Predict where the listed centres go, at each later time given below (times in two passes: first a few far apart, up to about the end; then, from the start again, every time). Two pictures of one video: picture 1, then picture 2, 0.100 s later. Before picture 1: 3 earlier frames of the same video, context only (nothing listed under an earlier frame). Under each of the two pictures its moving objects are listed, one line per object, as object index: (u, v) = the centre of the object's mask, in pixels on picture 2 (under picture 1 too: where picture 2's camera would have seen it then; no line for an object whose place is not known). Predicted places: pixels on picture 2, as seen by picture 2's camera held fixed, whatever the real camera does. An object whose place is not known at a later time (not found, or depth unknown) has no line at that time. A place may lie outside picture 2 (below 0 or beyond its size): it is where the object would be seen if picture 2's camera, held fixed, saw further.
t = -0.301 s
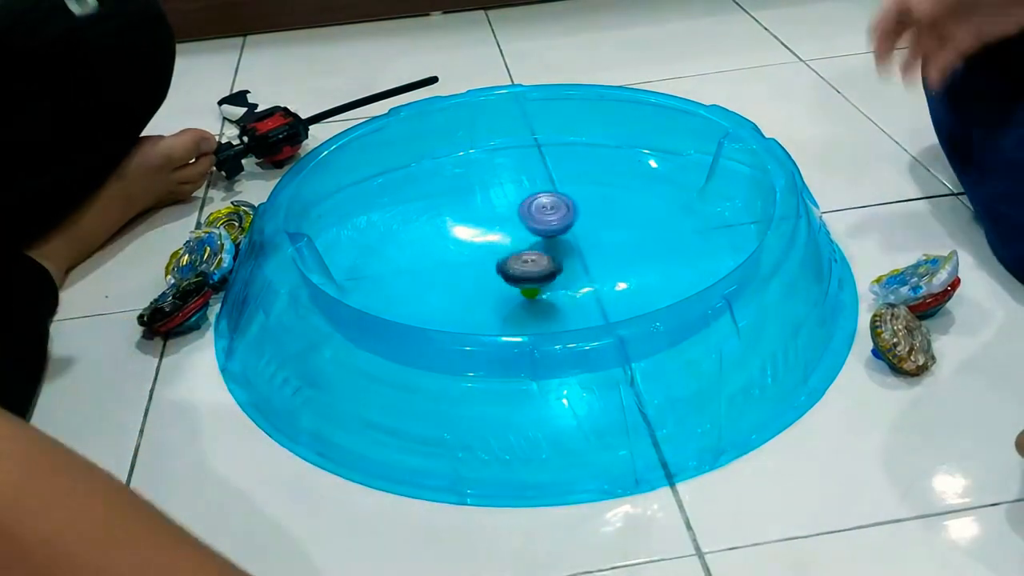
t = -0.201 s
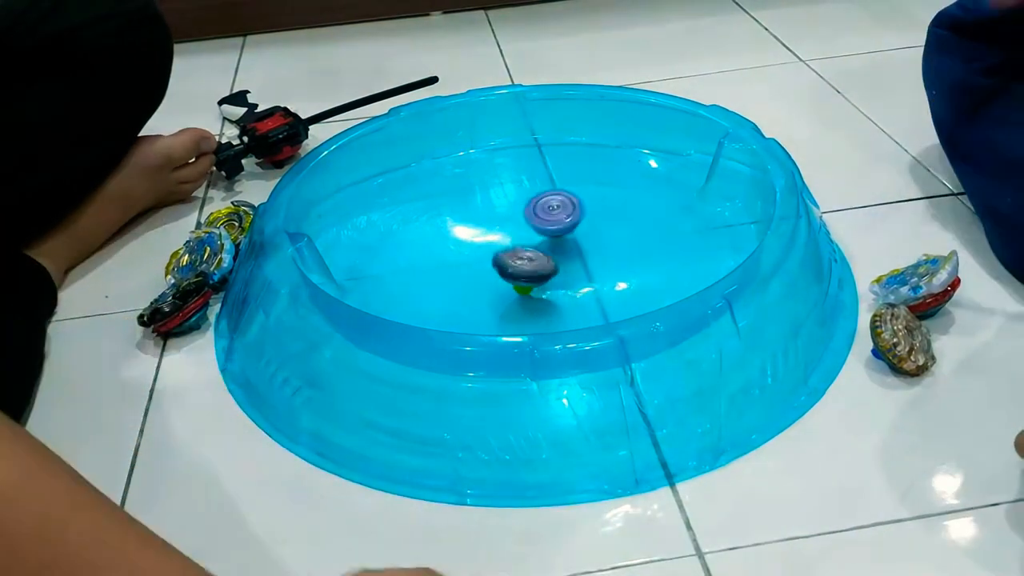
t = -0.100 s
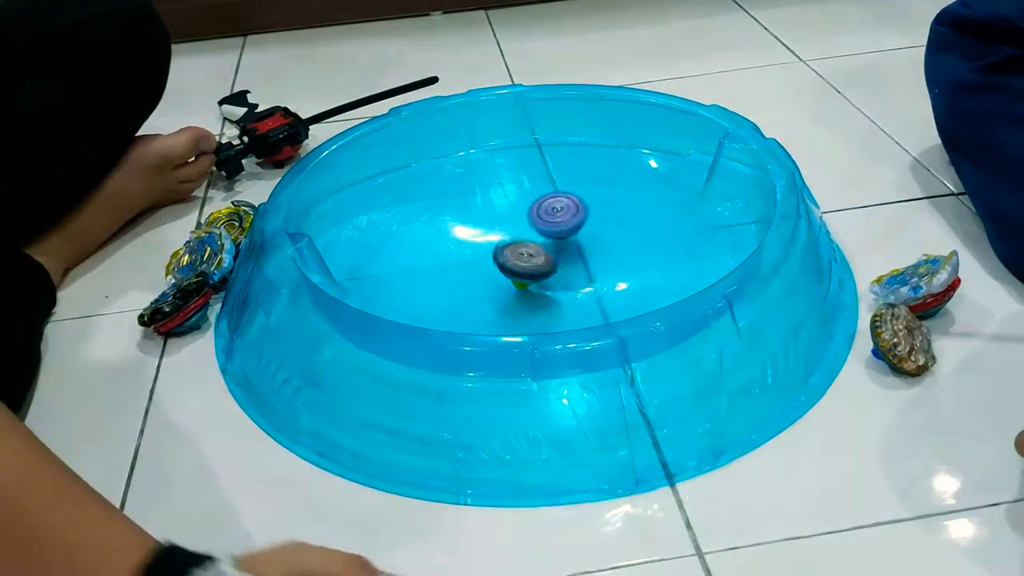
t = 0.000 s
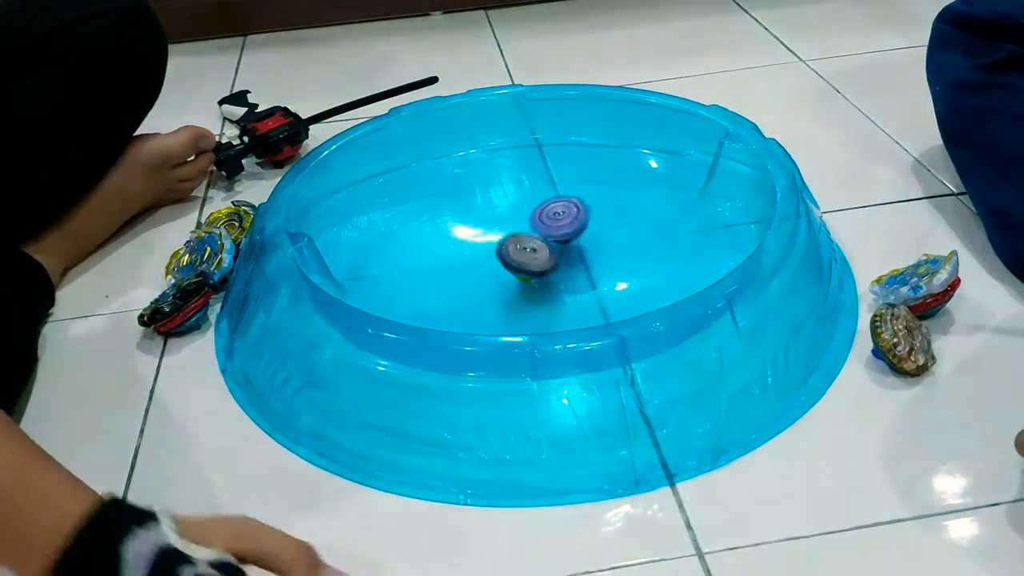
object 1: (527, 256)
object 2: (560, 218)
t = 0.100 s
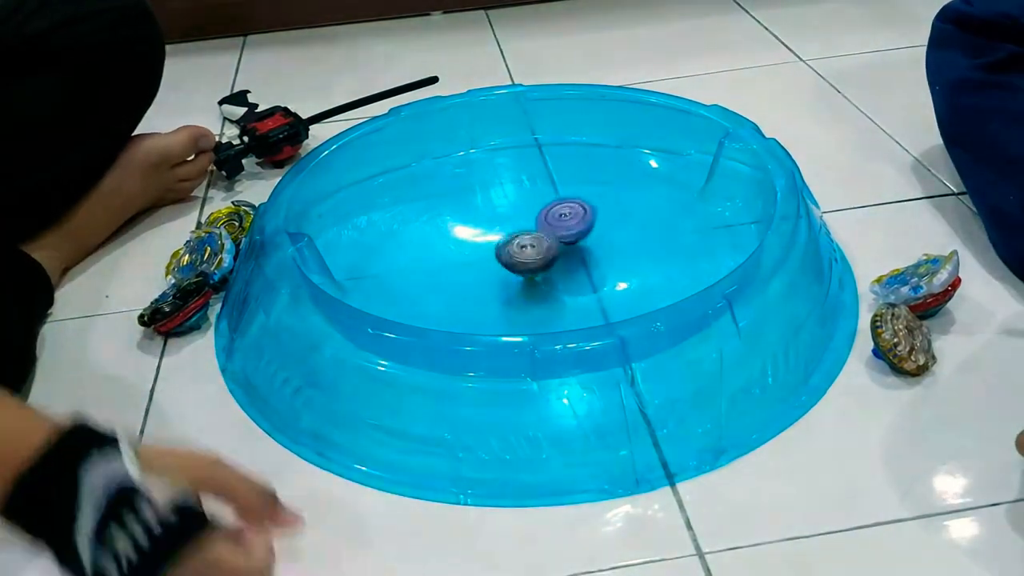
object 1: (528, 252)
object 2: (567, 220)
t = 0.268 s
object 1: (531, 255)
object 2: (573, 221)
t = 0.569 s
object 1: (505, 262)
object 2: (573, 225)
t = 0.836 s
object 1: (494, 251)
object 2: (558, 233)
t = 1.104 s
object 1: (495, 247)
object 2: (572, 231)
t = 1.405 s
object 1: (480, 232)
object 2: (569, 239)
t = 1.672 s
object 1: (458, 262)
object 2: (563, 240)
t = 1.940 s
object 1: (492, 257)
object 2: (548, 244)
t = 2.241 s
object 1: (491, 258)
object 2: (548, 250)
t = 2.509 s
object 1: (488, 257)
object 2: (543, 254)
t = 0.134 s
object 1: (530, 252)
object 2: (569, 220)
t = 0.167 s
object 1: (531, 252)
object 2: (571, 220)
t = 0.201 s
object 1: (532, 253)
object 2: (572, 220)
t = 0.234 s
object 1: (532, 254)
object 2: (573, 220)
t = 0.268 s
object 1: (531, 255)
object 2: (573, 221)
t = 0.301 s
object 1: (532, 255)
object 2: (573, 221)
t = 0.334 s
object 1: (531, 256)
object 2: (572, 223)
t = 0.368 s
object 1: (529, 257)
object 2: (571, 224)
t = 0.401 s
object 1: (524, 260)
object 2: (572, 225)
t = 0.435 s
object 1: (517, 262)
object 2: (576, 223)
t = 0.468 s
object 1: (514, 264)
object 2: (577, 223)
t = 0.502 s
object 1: (511, 264)
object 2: (576, 223)
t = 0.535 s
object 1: (509, 263)
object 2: (575, 224)
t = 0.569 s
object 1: (505, 262)
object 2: (573, 225)
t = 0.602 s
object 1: (503, 262)
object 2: (571, 227)
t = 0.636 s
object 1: (501, 260)
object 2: (567, 228)
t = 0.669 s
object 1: (500, 260)
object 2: (565, 229)
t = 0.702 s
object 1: (498, 257)
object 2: (562, 231)
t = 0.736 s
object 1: (499, 255)
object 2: (559, 232)
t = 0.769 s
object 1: (500, 253)
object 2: (556, 234)
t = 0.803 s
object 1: (496, 252)
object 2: (558, 233)
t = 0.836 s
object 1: (494, 251)
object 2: (558, 233)
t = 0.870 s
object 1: (496, 249)
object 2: (558, 233)
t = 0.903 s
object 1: (497, 249)
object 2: (558, 233)
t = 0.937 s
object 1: (492, 248)
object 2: (564, 232)
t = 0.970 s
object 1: (489, 247)
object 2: (568, 231)
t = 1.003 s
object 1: (491, 247)
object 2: (570, 231)
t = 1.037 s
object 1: (494, 247)
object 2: (571, 231)
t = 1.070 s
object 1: (495, 247)
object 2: (572, 231)
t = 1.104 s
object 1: (495, 247)
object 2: (572, 231)
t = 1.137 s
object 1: (497, 246)
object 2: (572, 231)
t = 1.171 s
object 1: (501, 246)
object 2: (572, 232)
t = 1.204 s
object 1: (504, 248)
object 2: (571, 233)
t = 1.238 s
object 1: (505, 249)
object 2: (571, 234)
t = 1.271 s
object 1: (506, 250)
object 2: (570, 234)
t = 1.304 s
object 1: (508, 251)
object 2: (569, 235)
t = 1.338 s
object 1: (508, 252)
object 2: (568, 236)
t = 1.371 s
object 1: (492, 235)
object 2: (570, 238)
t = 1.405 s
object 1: (480, 232)
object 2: (569, 239)
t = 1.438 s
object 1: (466, 241)
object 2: (571, 239)
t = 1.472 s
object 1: (458, 262)
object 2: (572, 238)
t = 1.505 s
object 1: (453, 261)
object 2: (572, 238)
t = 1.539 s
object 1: (453, 263)
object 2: (570, 239)
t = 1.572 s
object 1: (452, 265)
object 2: (568, 240)
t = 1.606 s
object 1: (453, 263)
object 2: (567, 240)
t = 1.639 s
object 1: (455, 262)
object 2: (565, 240)
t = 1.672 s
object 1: (458, 262)
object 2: (563, 240)
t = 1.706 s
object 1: (464, 261)
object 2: (561, 241)
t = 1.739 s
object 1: (471, 259)
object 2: (557, 241)
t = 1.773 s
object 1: (479, 258)
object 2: (555, 241)
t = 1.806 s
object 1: (486, 259)
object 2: (552, 242)
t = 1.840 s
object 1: (491, 258)
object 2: (548, 242)
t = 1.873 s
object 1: (493, 257)
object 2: (547, 242)
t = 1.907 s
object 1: (493, 257)
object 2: (548, 243)
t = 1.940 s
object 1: (492, 257)
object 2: (548, 244)
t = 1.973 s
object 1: (492, 257)
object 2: (548, 245)
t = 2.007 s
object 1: (492, 258)
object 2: (548, 246)
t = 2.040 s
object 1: (491, 258)
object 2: (548, 247)
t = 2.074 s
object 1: (492, 258)
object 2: (548, 247)
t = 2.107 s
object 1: (491, 258)
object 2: (548, 248)
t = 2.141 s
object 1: (491, 258)
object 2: (548, 248)
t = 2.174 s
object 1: (491, 258)
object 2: (548, 248)
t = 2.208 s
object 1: (491, 258)
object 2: (548, 249)
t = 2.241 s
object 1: (491, 258)
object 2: (548, 250)
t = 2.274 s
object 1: (491, 257)
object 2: (547, 250)
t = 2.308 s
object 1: (491, 258)
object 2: (546, 250)
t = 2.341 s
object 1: (491, 257)
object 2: (546, 251)
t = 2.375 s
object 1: (490, 258)
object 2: (545, 252)
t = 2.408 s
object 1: (490, 258)
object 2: (544, 252)
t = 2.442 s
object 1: (490, 257)
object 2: (544, 252)
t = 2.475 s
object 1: (489, 257)
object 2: (544, 253)
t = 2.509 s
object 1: (488, 257)
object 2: (543, 254)
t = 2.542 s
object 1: (488, 257)
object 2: (542, 254)
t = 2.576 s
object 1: (489, 257)
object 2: (542, 253)
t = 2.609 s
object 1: (488, 256)
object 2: (541, 254)
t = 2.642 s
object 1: (488, 256)
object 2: (541, 254)
